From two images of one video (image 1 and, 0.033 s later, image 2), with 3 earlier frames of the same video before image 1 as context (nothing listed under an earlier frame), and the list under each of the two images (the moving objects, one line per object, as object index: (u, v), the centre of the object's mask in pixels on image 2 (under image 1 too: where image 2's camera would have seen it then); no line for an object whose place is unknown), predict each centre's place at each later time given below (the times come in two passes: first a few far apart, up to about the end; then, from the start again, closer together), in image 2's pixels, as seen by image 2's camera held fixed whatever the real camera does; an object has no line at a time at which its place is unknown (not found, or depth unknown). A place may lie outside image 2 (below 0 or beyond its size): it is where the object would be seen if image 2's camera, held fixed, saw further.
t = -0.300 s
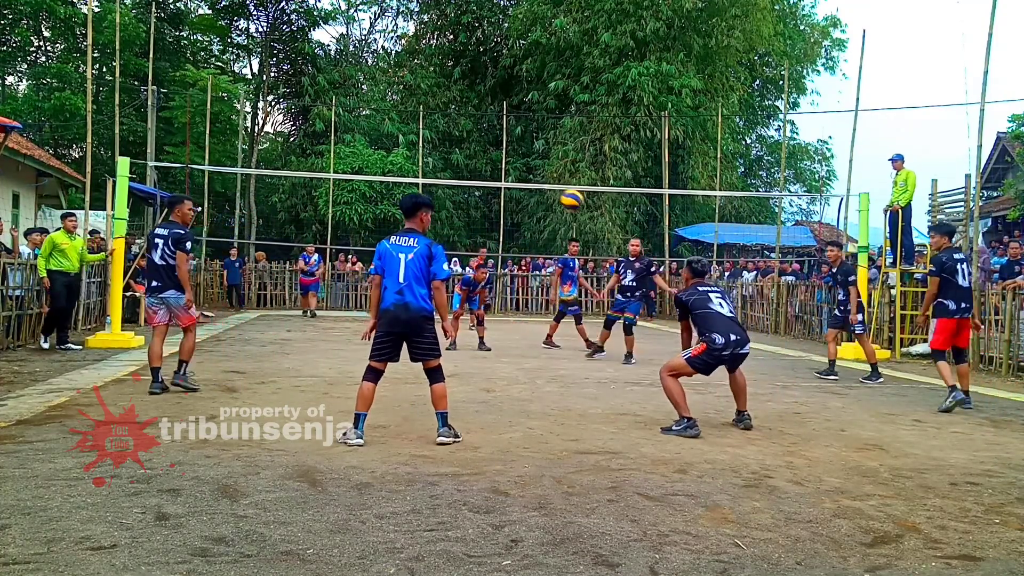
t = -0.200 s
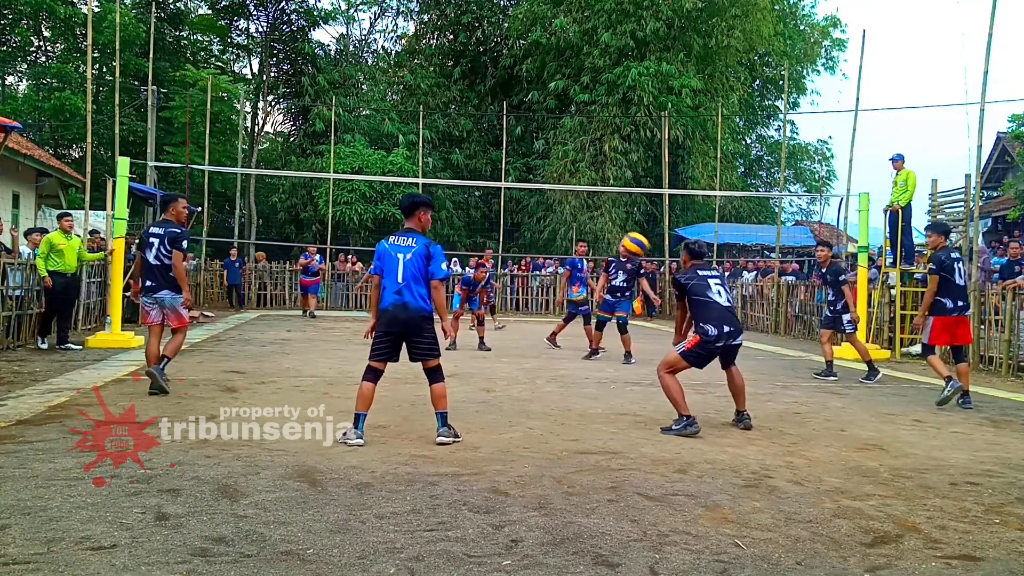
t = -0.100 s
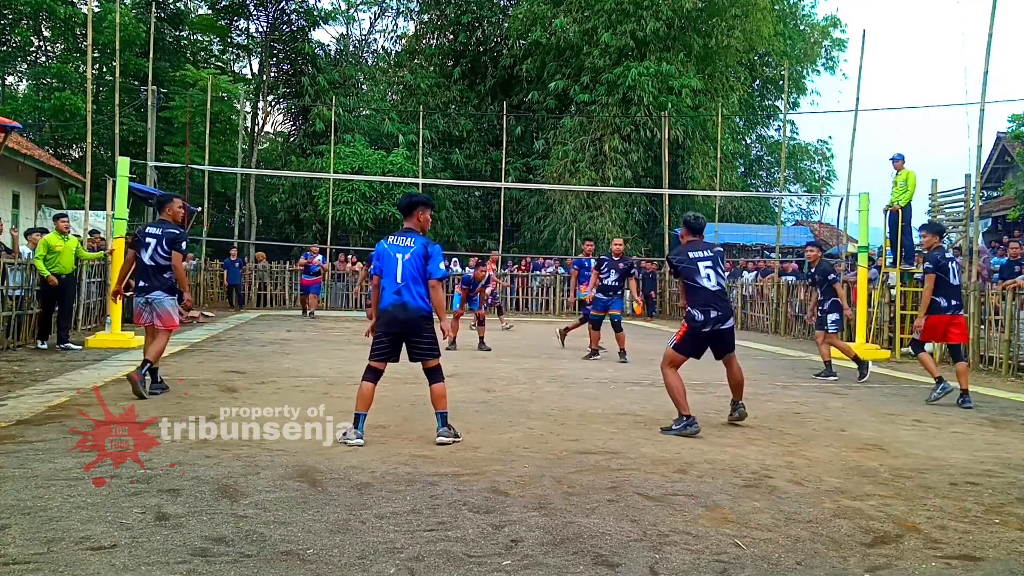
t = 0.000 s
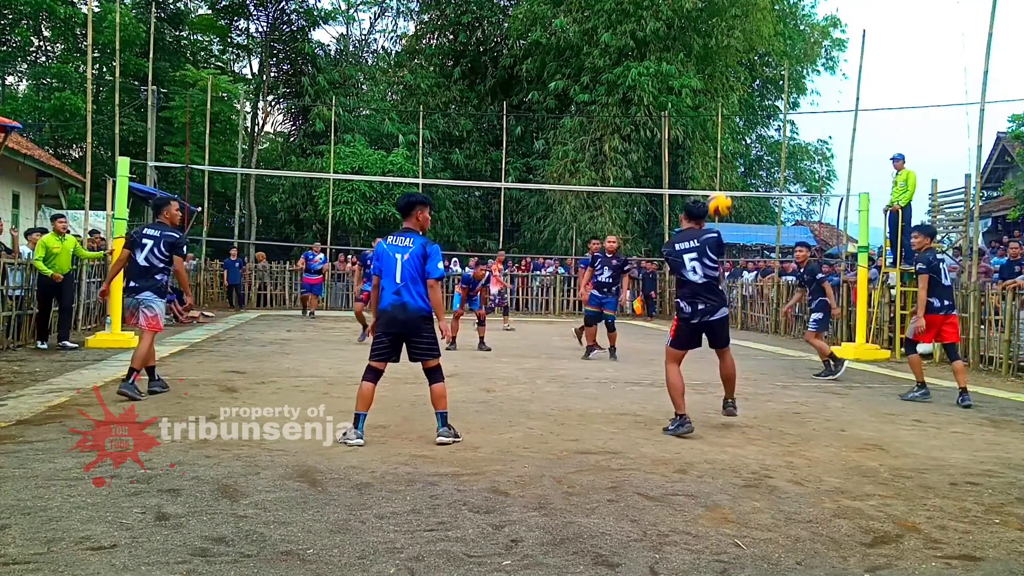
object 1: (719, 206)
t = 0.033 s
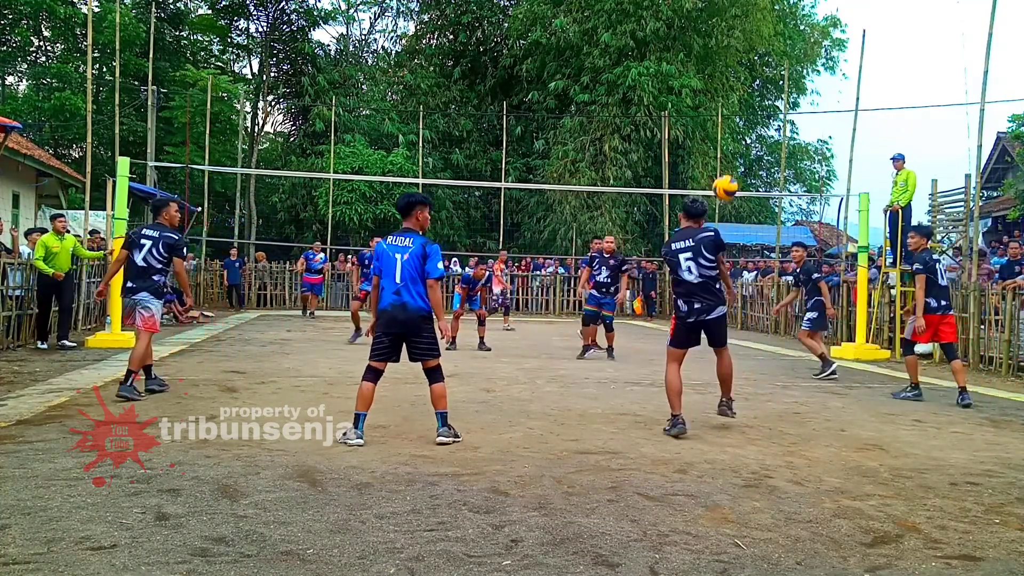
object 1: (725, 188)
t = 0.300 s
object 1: (767, 113)
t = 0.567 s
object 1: (797, 116)
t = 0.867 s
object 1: (824, 180)
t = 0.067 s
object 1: (731, 173)
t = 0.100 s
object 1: (737, 160)
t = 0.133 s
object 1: (743, 148)
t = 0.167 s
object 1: (747, 138)
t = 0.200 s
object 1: (753, 130)
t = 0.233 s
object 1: (757, 123)
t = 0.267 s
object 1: (762, 118)
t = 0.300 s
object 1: (767, 113)
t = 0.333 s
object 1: (770, 110)
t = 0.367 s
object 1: (775, 108)
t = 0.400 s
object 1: (779, 107)
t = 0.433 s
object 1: (784, 107)
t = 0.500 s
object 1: (791, 110)
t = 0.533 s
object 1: (794, 112)
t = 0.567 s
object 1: (797, 116)
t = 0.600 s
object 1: (801, 121)
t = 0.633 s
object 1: (804, 126)
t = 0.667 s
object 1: (807, 132)
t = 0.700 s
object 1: (810, 139)
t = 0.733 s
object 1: (814, 146)
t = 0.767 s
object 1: (816, 153)
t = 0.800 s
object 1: (819, 162)
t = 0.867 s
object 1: (824, 180)
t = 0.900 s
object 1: (826, 189)
